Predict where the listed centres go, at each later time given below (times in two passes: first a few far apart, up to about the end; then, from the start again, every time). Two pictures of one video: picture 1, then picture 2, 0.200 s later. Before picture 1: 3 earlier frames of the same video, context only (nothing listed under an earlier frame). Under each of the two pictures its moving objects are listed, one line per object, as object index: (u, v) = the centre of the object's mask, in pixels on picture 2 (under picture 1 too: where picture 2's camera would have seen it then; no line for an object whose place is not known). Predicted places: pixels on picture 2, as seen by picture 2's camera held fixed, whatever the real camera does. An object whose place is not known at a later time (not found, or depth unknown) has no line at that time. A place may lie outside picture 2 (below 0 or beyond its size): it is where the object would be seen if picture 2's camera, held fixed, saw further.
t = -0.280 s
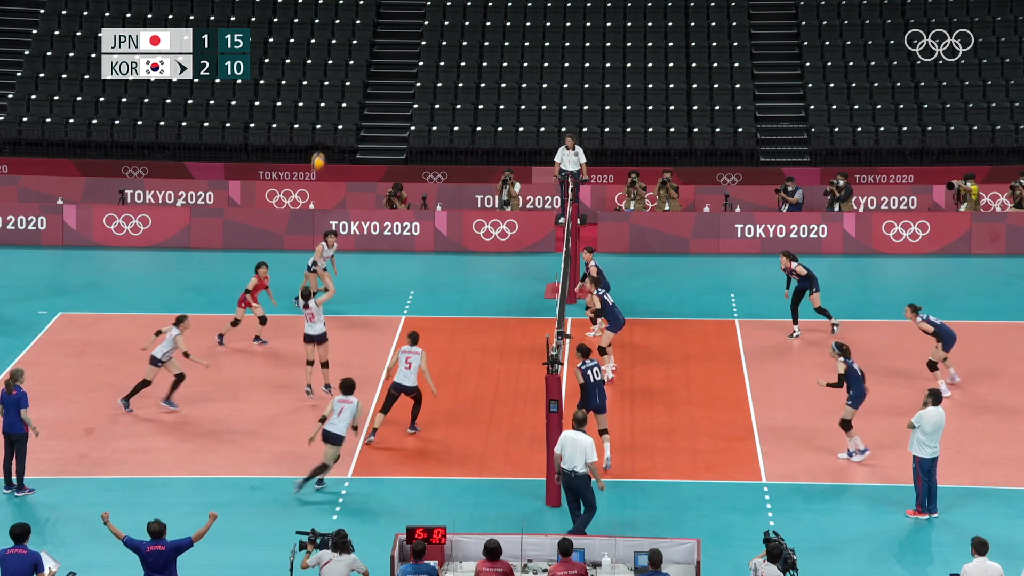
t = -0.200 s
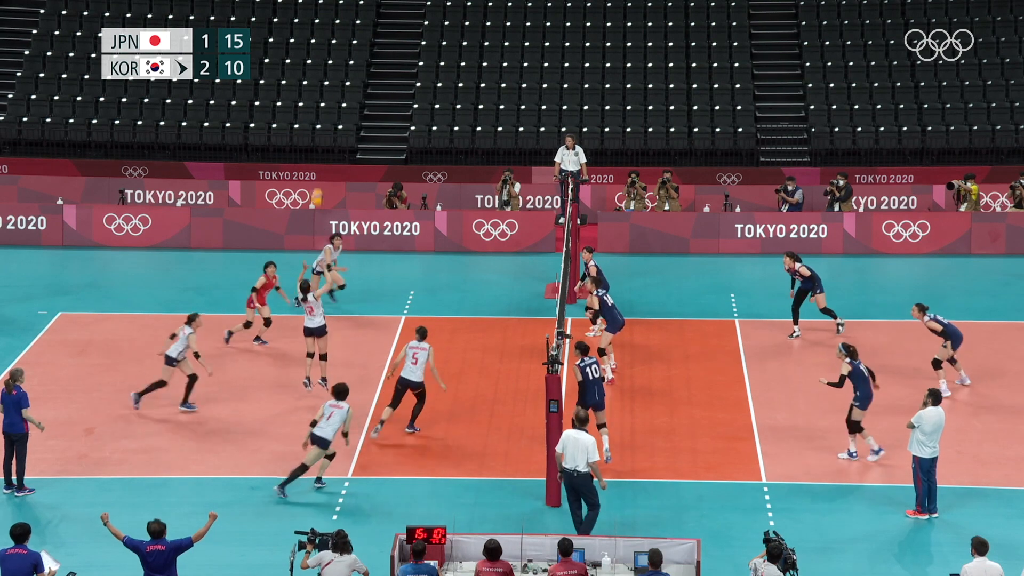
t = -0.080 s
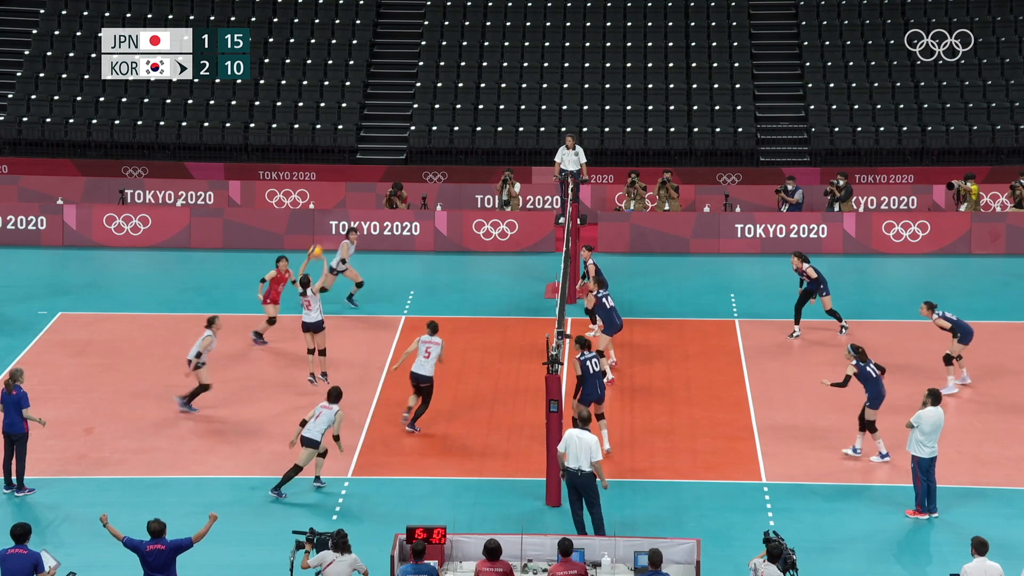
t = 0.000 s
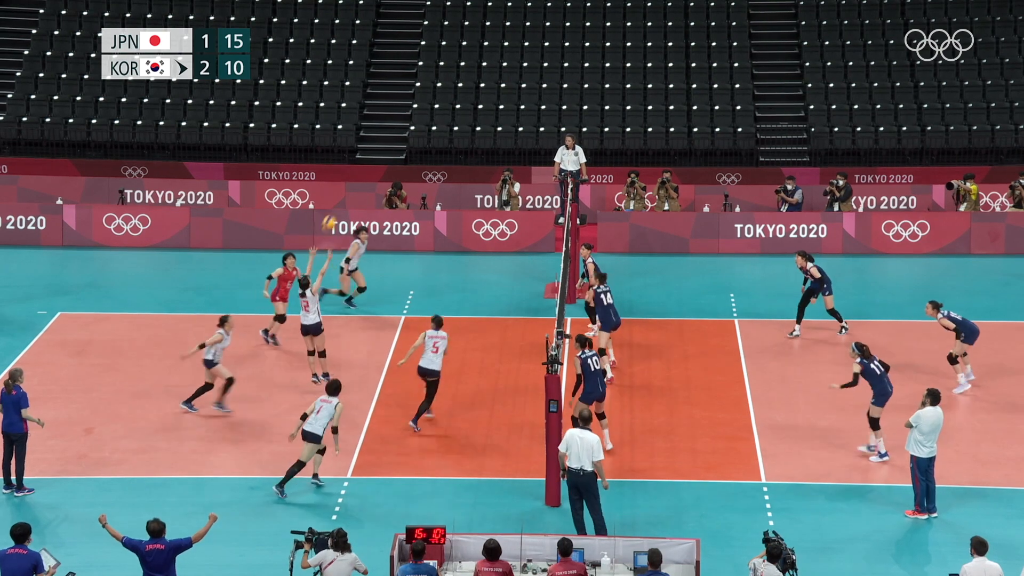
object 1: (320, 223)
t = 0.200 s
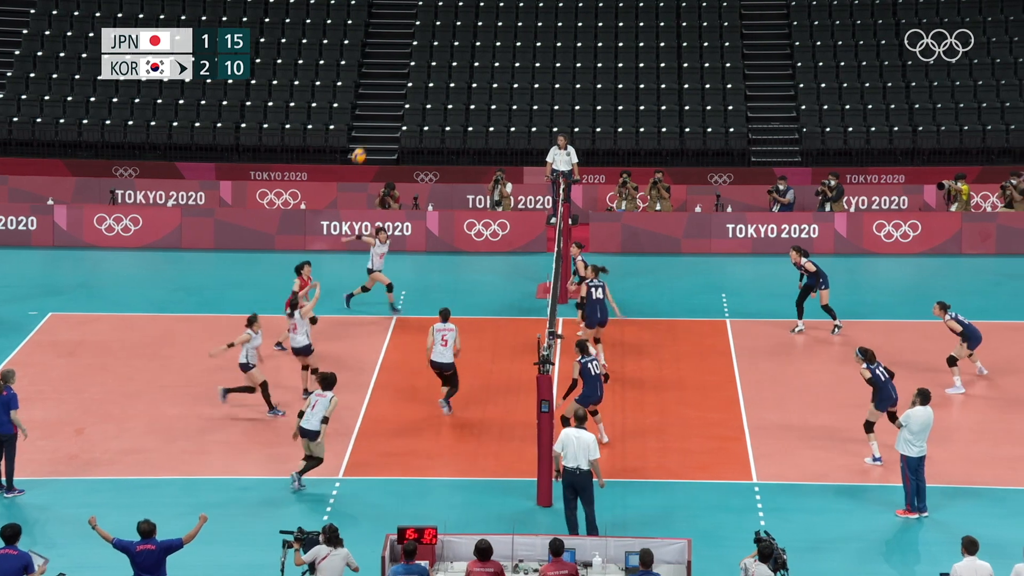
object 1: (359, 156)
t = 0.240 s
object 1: (367, 144)
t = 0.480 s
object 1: (409, 104)
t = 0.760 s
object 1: (455, 103)
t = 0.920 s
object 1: (481, 123)
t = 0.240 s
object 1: (367, 144)
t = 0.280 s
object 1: (374, 135)
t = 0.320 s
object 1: (382, 125)
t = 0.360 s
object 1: (389, 119)
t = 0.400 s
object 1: (395, 114)
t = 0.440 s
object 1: (403, 108)
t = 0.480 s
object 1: (409, 104)
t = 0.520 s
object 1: (417, 100)
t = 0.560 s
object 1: (423, 99)
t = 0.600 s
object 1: (429, 98)
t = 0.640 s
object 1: (436, 97)
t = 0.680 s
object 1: (442, 98)
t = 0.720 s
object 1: (449, 101)
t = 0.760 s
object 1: (455, 103)
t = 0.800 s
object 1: (461, 106)
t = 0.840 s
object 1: (469, 111)
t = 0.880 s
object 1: (473, 115)
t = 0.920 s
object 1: (481, 123)
